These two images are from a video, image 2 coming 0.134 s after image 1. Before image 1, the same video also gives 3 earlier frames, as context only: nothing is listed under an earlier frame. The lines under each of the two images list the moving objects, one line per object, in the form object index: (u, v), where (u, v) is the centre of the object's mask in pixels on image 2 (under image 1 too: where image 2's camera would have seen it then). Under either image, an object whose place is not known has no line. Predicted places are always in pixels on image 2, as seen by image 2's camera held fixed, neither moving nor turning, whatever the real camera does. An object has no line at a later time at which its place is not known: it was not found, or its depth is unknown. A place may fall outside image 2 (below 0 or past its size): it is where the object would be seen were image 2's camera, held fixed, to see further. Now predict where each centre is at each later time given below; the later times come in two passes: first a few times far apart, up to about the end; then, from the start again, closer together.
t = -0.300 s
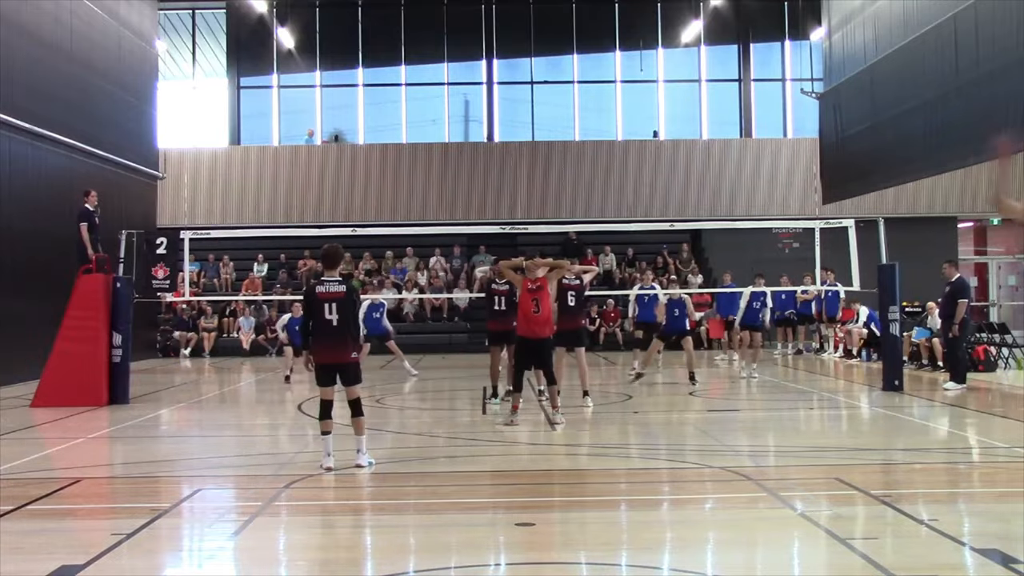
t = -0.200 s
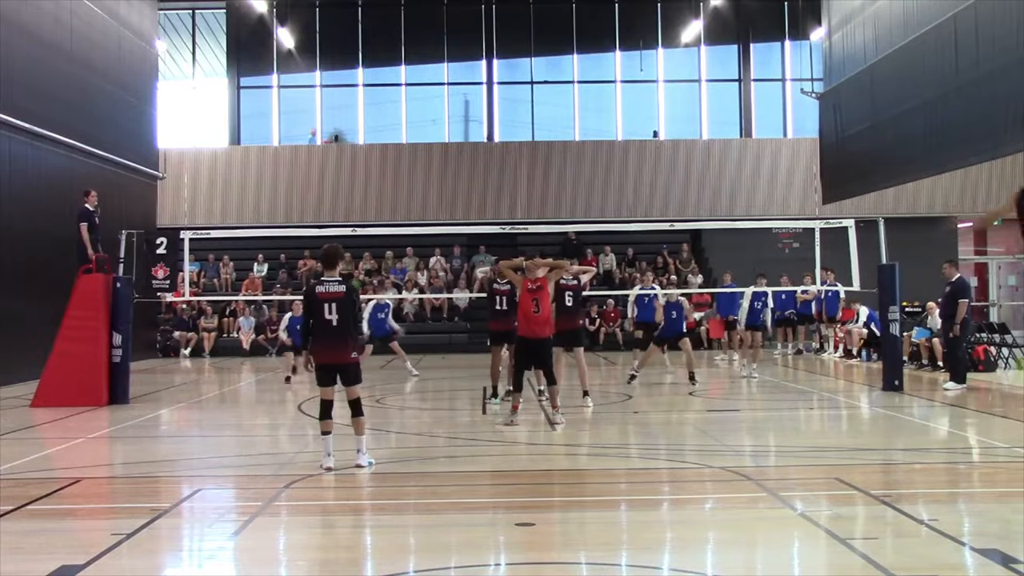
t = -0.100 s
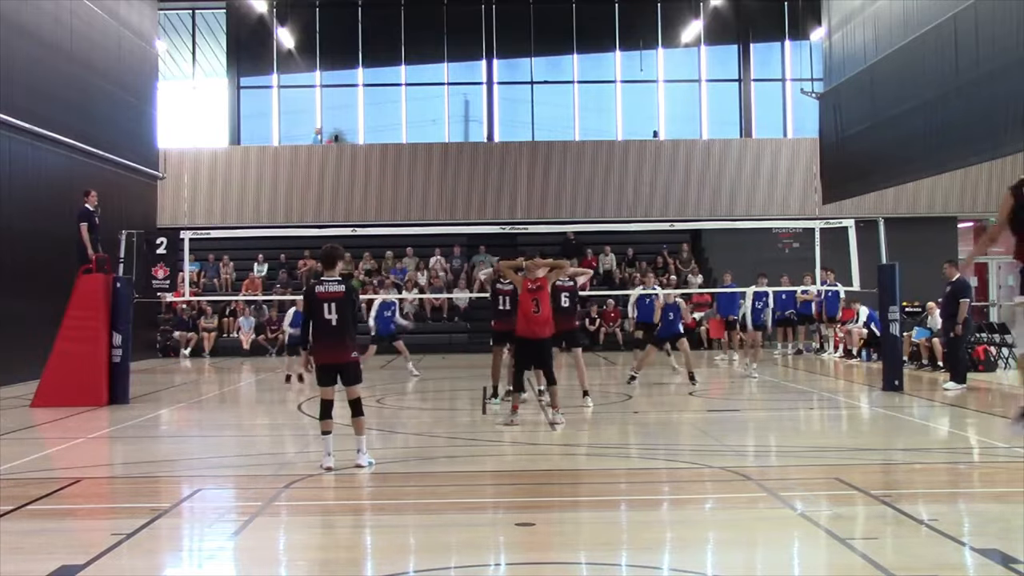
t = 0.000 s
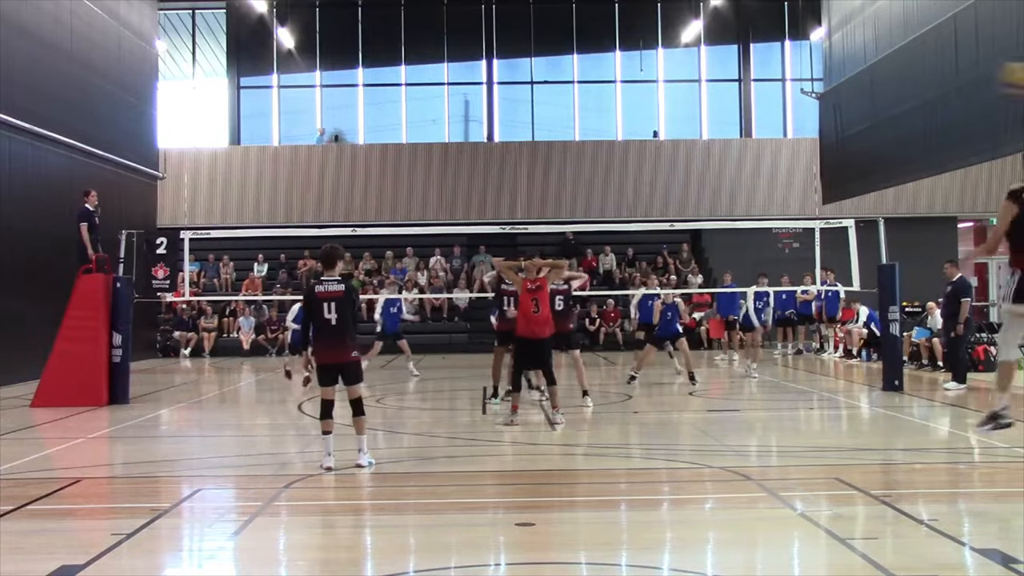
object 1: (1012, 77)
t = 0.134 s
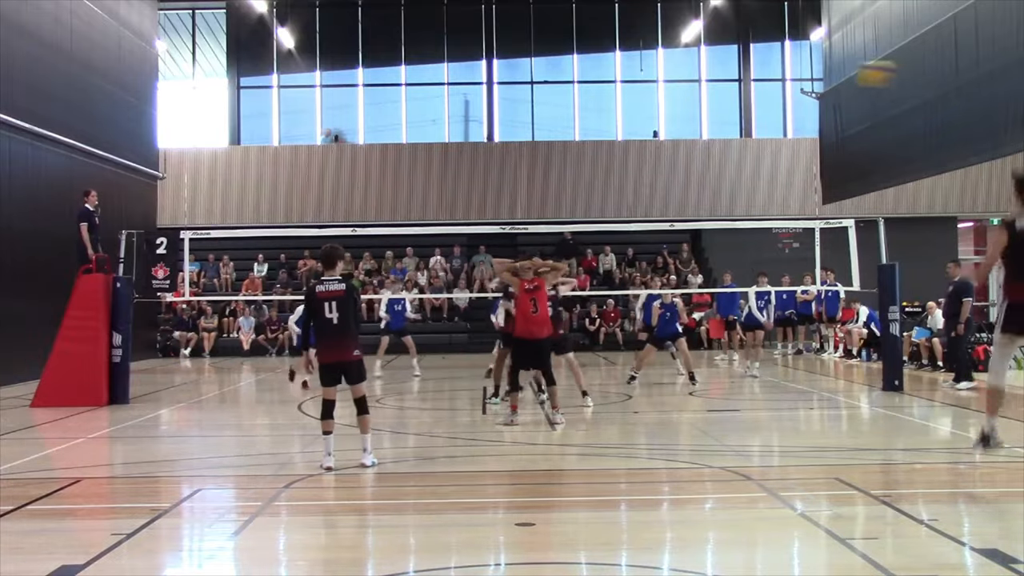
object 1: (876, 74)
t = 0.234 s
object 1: (799, 82)
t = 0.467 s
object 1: (682, 123)
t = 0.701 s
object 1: (607, 183)
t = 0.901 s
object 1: (559, 248)
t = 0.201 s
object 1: (822, 77)
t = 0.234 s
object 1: (799, 82)
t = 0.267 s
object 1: (775, 87)
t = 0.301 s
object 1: (759, 91)
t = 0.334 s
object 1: (741, 97)
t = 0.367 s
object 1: (725, 103)
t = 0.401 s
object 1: (712, 109)
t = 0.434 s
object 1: (694, 117)
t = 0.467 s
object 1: (682, 123)
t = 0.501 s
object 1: (671, 132)
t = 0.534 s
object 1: (656, 143)
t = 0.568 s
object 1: (647, 147)
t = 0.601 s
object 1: (632, 157)
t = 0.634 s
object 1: (623, 164)
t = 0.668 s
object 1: (614, 173)
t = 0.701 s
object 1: (607, 183)
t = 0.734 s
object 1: (596, 195)
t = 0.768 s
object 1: (587, 209)
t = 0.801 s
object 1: (581, 215)
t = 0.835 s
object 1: (573, 225)
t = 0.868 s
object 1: (566, 239)
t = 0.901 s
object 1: (559, 248)
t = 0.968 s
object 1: (544, 271)
